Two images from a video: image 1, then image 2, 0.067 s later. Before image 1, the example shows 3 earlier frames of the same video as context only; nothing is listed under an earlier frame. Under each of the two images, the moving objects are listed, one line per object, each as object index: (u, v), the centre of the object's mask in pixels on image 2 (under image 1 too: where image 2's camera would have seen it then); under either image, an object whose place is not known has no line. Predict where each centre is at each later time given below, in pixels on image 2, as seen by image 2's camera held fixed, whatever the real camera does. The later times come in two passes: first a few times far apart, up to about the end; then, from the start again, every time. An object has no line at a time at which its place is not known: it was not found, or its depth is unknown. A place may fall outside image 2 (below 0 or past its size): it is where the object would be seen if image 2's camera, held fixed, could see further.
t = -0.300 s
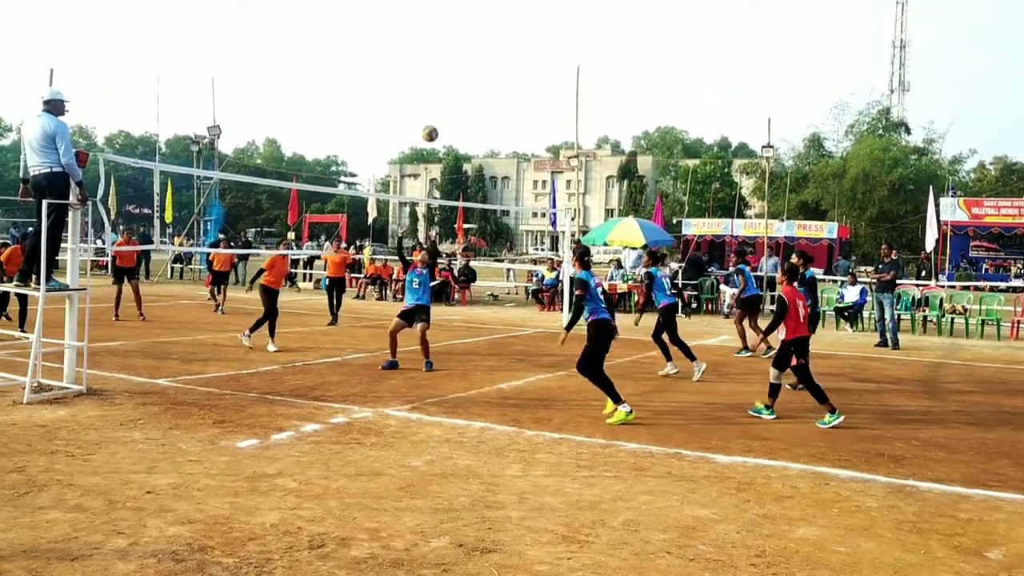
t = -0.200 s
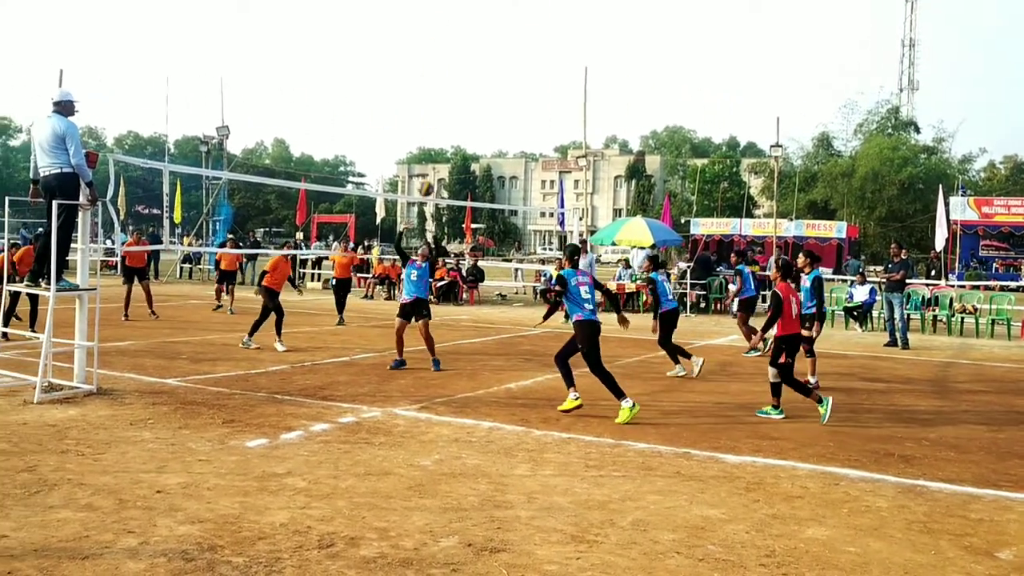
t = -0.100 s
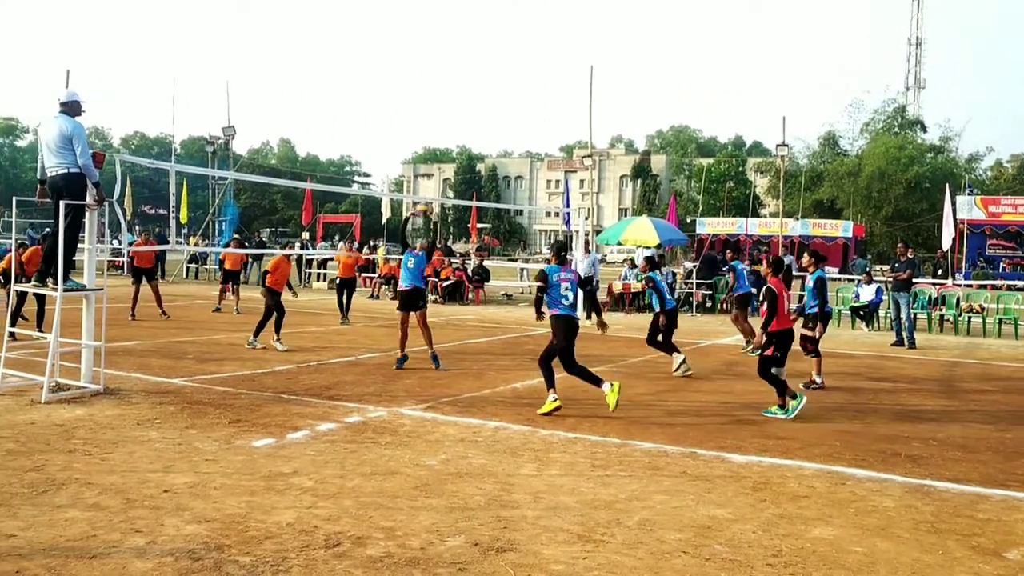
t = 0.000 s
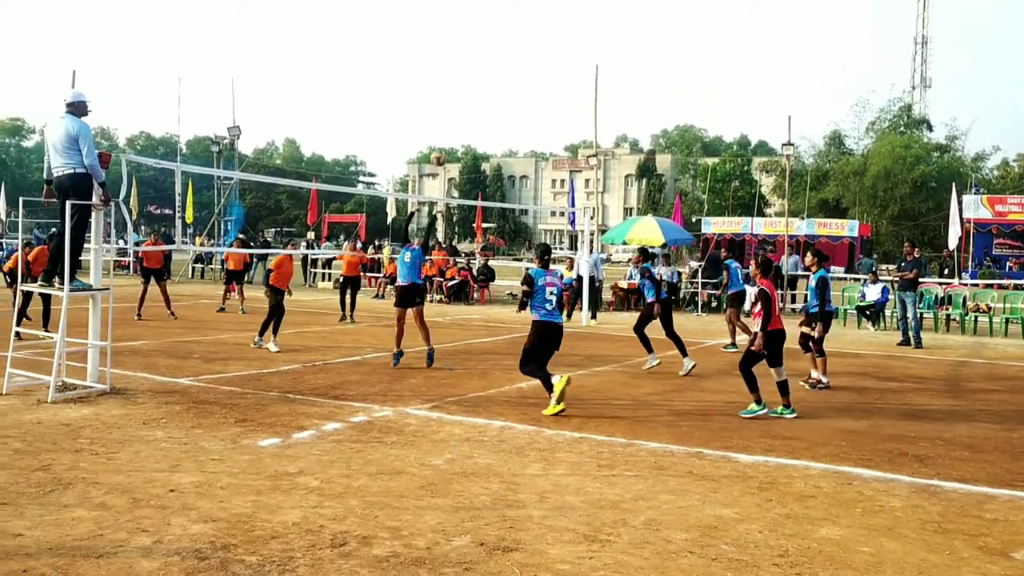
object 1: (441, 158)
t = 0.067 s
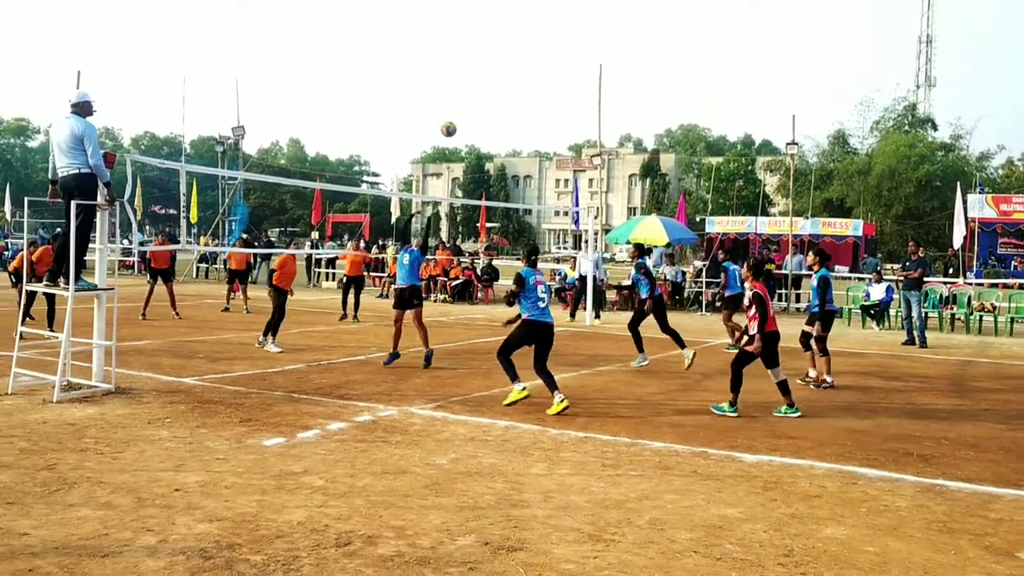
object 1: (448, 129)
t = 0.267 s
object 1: (466, 66)
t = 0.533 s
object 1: (487, 31)
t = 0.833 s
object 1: (507, 56)
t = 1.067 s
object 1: (519, 118)
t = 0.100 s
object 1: (451, 116)
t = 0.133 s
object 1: (454, 104)
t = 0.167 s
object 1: (457, 93)
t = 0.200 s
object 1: (460, 83)
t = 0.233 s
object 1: (463, 74)
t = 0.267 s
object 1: (466, 66)
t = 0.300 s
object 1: (469, 58)
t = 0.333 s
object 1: (472, 51)
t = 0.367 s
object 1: (474, 46)
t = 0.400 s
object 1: (477, 41)
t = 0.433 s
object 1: (480, 37)
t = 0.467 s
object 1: (483, 35)
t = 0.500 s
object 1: (485, 33)
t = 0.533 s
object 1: (487, 31)
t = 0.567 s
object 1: (490, 31)
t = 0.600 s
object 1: (492, 31)
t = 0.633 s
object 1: (495, 32)
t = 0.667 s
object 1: (497, 34)
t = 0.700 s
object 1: (499, 37)
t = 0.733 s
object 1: (501, 41)
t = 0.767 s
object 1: (503, 45)
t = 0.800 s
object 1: (505, 50)
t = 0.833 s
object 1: (507, 56)
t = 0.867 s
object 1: (509, 63)
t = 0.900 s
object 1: (511, 70)
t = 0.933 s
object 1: (512, 78)
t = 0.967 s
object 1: (514, 87)
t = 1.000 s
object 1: (516, 97)
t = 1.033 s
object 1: (518, 108)
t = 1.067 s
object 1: (519, 118)
